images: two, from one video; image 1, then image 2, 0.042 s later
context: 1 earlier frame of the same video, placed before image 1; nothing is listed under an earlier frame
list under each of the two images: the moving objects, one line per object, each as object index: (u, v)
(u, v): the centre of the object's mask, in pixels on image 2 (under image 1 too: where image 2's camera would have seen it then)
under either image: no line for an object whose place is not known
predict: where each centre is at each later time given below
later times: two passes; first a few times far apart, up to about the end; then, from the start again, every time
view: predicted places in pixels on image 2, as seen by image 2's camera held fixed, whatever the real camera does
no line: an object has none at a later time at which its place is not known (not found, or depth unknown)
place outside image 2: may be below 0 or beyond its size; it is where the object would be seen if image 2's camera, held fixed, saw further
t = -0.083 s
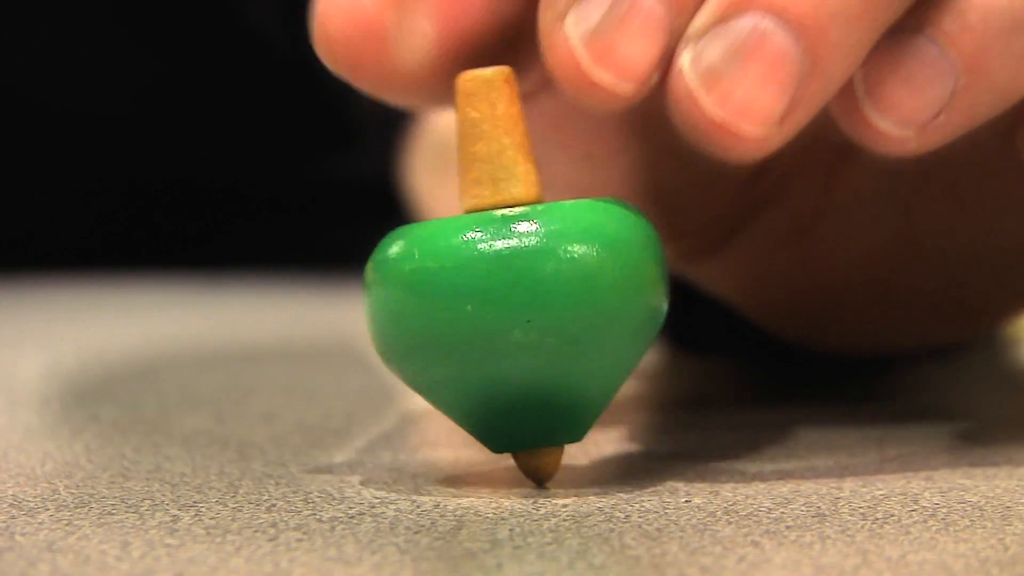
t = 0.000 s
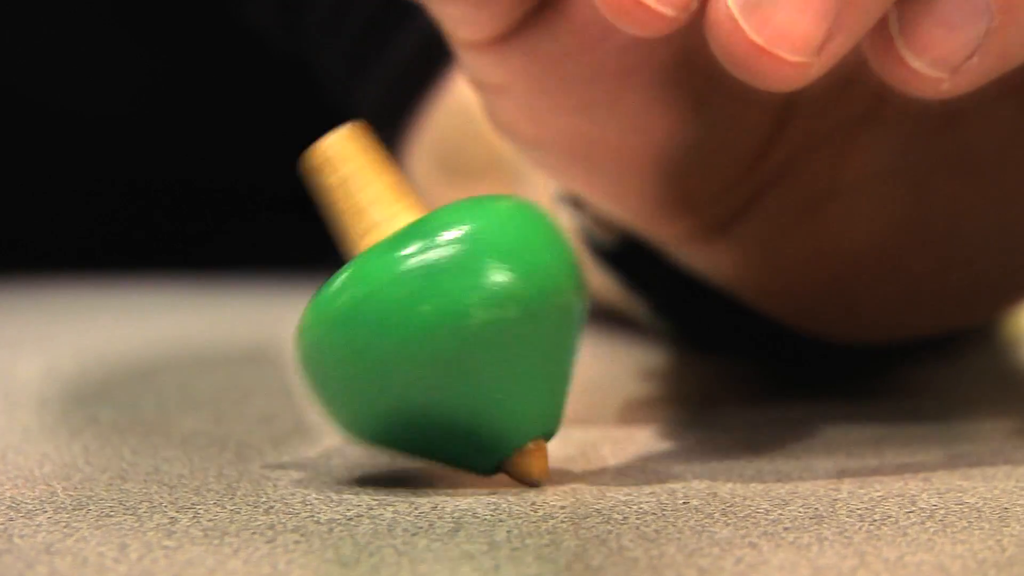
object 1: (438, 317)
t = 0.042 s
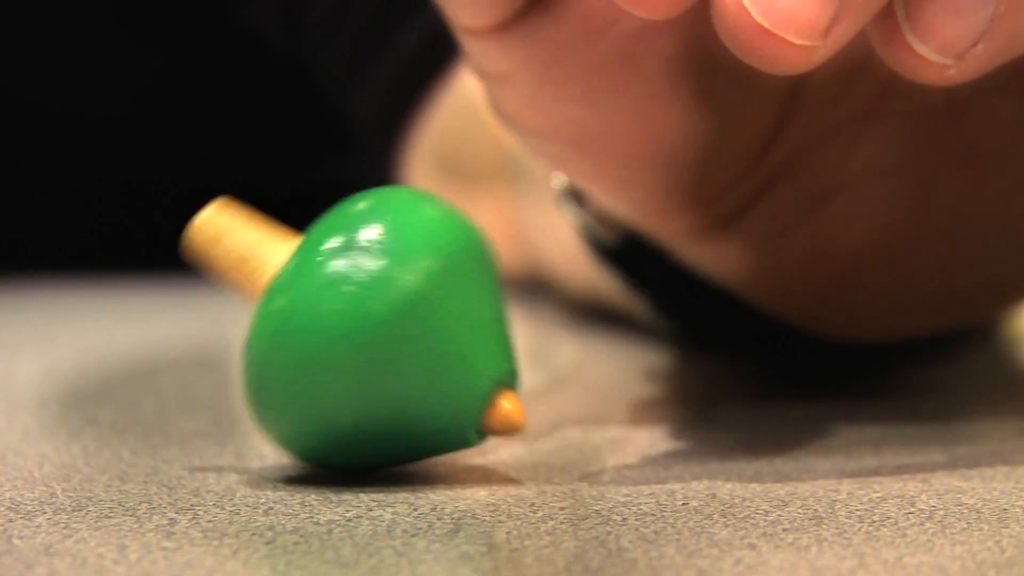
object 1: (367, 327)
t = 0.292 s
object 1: (160, 326)
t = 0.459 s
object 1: (86, 324)
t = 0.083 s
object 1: (313, 324)
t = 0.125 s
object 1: (271, 325)
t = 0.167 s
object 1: (235, 328)
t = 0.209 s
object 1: (197, 327)
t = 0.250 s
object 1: (174, 326)
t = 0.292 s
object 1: (160, 326)
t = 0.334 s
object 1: (141, 325)
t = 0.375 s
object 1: (120, 324)
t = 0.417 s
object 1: (102, 325)
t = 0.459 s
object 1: (86, 324)
